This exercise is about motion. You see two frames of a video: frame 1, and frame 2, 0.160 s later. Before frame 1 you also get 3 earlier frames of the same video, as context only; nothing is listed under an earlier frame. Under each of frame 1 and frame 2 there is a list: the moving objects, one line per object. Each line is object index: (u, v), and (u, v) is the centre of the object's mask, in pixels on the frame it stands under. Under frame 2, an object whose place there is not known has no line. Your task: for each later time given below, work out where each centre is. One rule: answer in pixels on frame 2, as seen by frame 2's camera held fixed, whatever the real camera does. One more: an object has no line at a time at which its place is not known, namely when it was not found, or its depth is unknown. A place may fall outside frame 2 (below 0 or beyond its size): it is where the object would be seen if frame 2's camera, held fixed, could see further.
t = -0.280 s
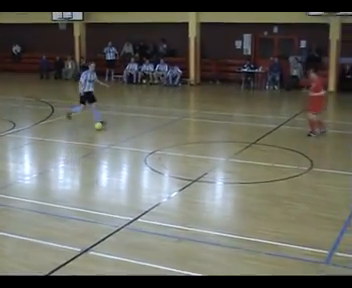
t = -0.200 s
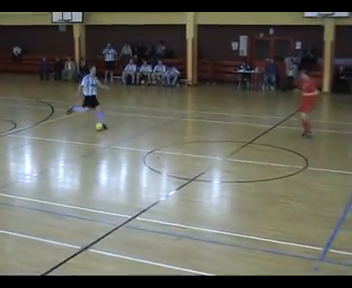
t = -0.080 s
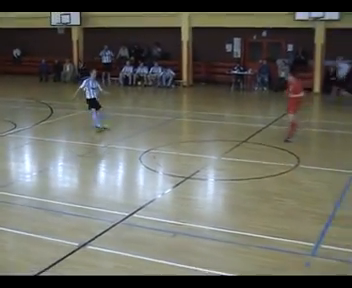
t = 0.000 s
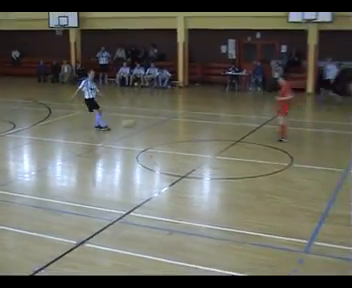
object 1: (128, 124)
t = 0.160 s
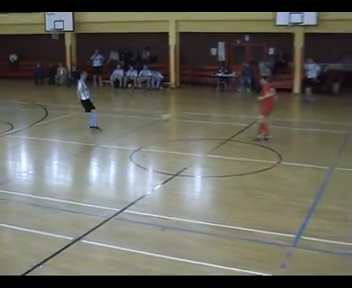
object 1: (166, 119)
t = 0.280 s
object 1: (193, 113)
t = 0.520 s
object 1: (231, 106)
